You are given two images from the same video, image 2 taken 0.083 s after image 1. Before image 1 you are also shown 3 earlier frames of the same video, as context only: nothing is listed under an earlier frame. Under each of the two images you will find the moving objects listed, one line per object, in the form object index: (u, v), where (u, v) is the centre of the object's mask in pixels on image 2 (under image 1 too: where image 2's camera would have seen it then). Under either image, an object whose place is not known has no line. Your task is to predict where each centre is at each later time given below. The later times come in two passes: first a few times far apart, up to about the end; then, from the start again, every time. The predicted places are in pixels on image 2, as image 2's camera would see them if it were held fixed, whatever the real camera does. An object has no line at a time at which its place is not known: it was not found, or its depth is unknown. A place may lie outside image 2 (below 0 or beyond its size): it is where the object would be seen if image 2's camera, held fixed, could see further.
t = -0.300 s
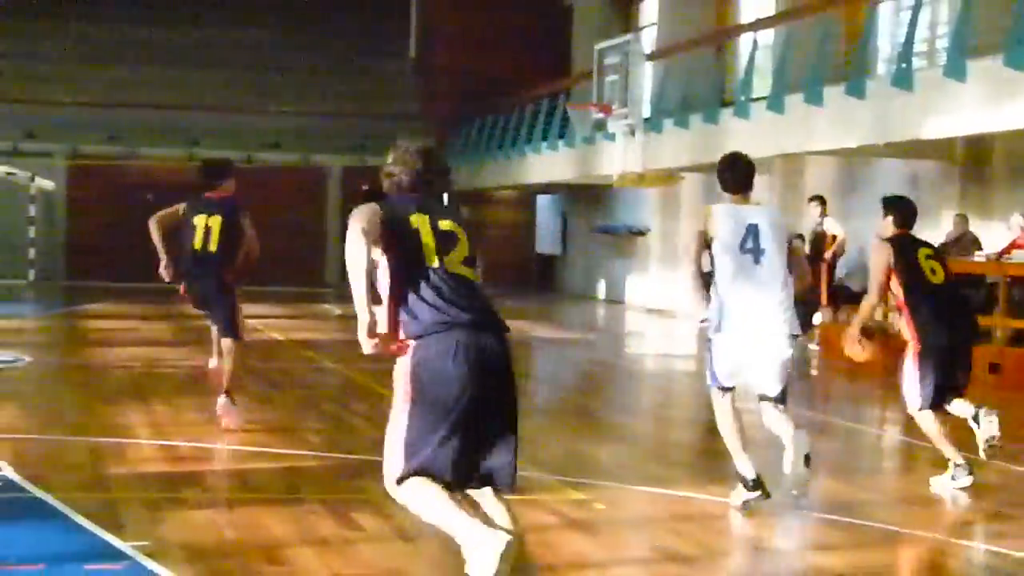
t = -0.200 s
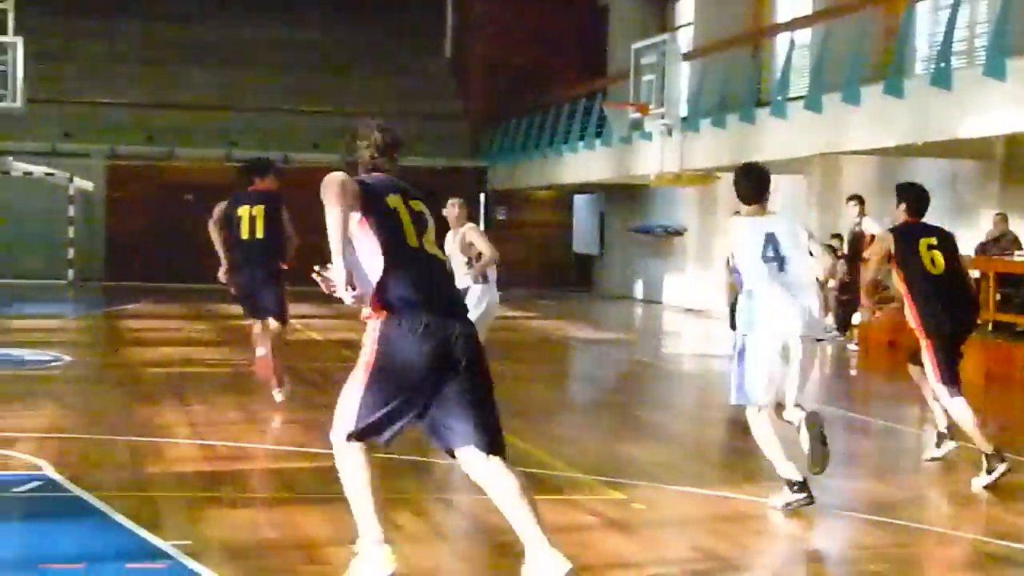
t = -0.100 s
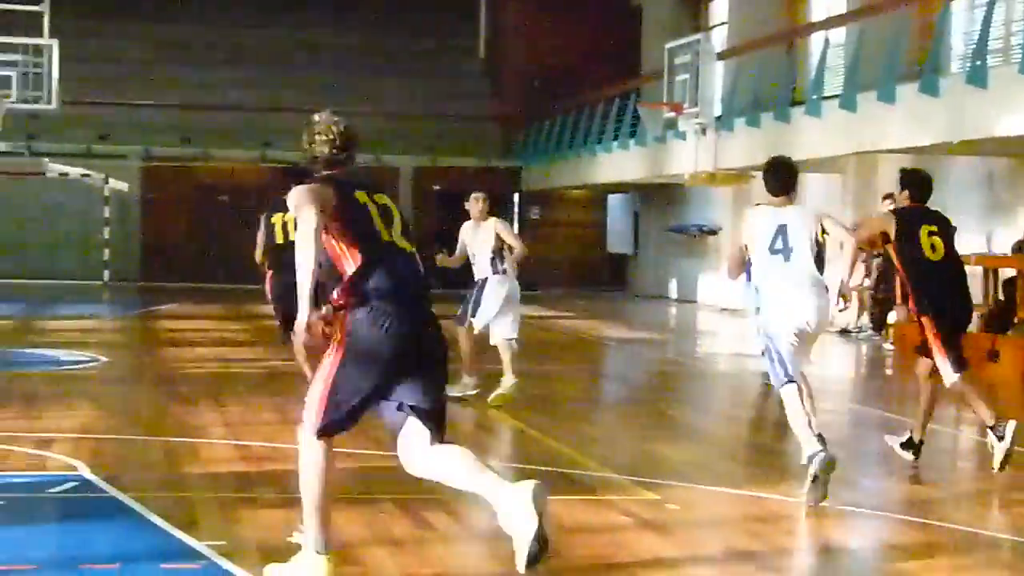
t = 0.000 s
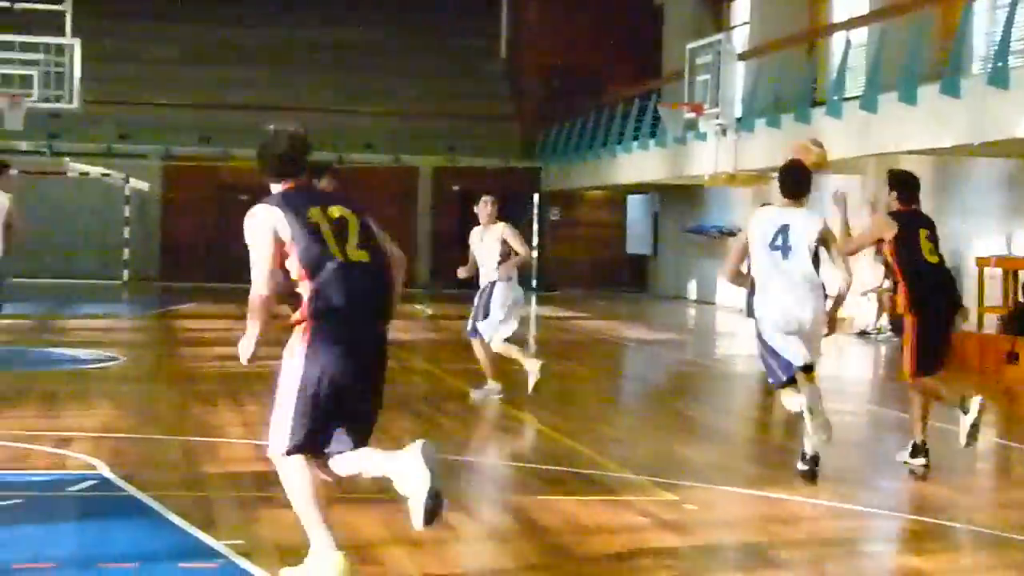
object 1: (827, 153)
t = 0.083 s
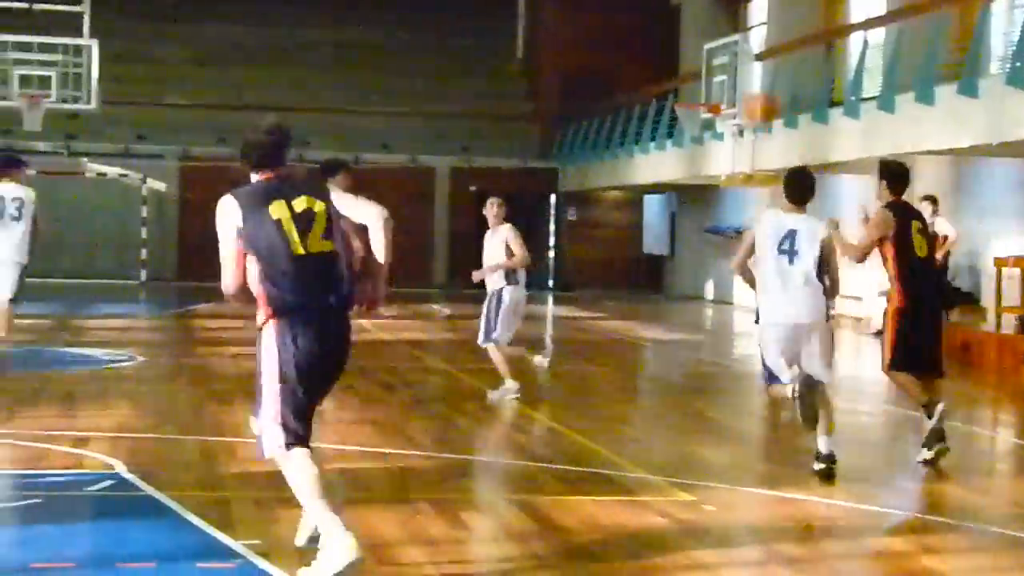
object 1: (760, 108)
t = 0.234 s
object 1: (661, 54)
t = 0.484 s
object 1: (532, 38)
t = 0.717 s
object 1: (439, 79)
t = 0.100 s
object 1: (749, 101)
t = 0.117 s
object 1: (736, 93)
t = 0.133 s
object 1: (724, 88)
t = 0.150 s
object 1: (713, 80)
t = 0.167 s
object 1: (700, 74)
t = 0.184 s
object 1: (689, 68)
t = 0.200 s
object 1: (677, 62)
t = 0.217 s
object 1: (670, 57)
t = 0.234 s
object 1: (661, 54)
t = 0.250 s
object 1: (651, 51)
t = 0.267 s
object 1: (641, 48)
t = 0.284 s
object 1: (632, 45)
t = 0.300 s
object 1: (623, 42)
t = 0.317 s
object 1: (614, 40)
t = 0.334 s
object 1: (605, 38)
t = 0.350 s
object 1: (596, 37)
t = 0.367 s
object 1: (587, 36)
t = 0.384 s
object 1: (578, 36)
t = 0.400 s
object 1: (571, 35)
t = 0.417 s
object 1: (563, 35)
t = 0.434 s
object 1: (555, 35)
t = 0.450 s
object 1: (548, 36)
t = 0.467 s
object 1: (540, 37)
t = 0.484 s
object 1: (532, 38)
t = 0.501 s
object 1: (525, 39)
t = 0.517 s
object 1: (517, 41)
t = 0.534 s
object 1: (510, 43)
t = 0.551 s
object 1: (504, 45)
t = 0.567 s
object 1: (496, 47)
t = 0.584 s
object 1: (489, 49)
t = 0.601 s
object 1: (483, 52)
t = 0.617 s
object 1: (476, 56)
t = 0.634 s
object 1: (470, 58)
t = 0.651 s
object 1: (464, 62)
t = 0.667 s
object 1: (458, 65)
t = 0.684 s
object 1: (452, 70)
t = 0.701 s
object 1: (446, 74)
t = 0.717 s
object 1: (439, 79)
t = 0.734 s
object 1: (433, 84)
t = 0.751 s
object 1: (427, 88)
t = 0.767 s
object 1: (421, 95)
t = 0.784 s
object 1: (415, 98)
